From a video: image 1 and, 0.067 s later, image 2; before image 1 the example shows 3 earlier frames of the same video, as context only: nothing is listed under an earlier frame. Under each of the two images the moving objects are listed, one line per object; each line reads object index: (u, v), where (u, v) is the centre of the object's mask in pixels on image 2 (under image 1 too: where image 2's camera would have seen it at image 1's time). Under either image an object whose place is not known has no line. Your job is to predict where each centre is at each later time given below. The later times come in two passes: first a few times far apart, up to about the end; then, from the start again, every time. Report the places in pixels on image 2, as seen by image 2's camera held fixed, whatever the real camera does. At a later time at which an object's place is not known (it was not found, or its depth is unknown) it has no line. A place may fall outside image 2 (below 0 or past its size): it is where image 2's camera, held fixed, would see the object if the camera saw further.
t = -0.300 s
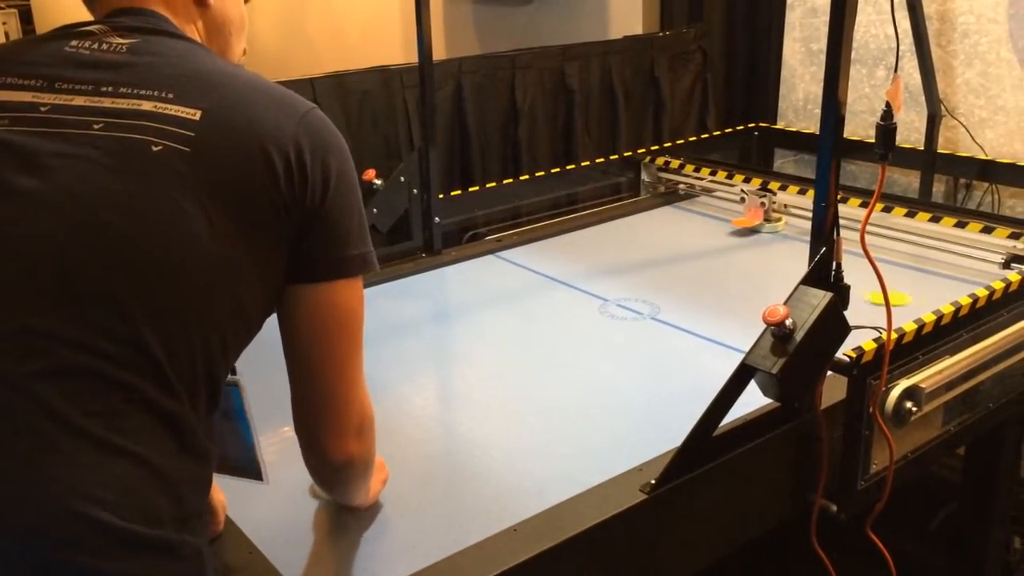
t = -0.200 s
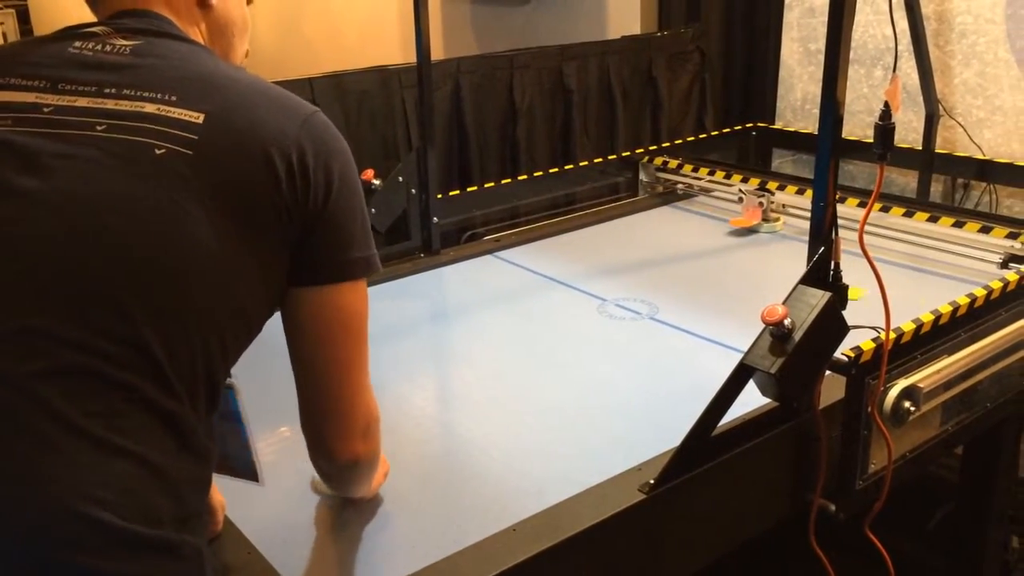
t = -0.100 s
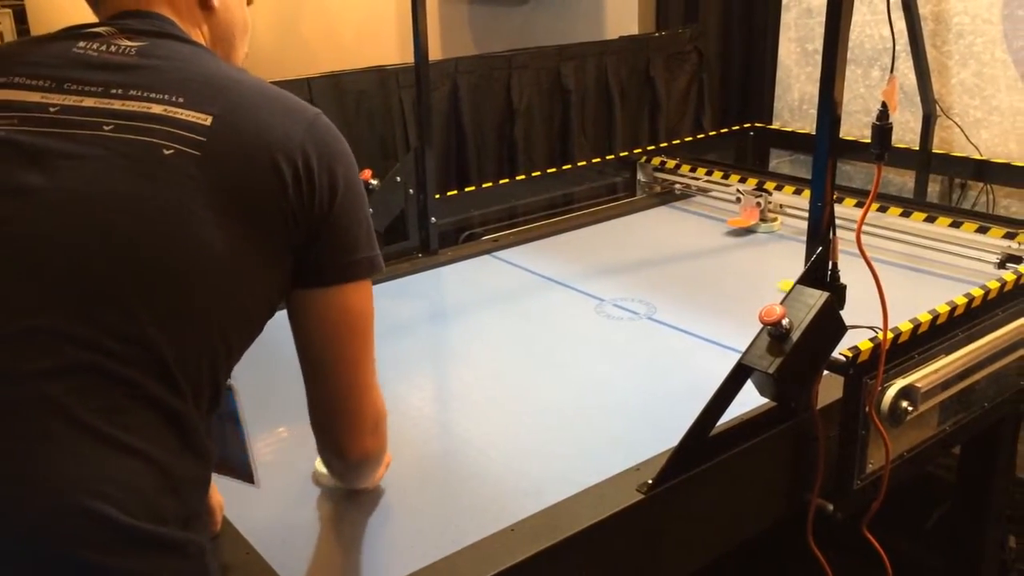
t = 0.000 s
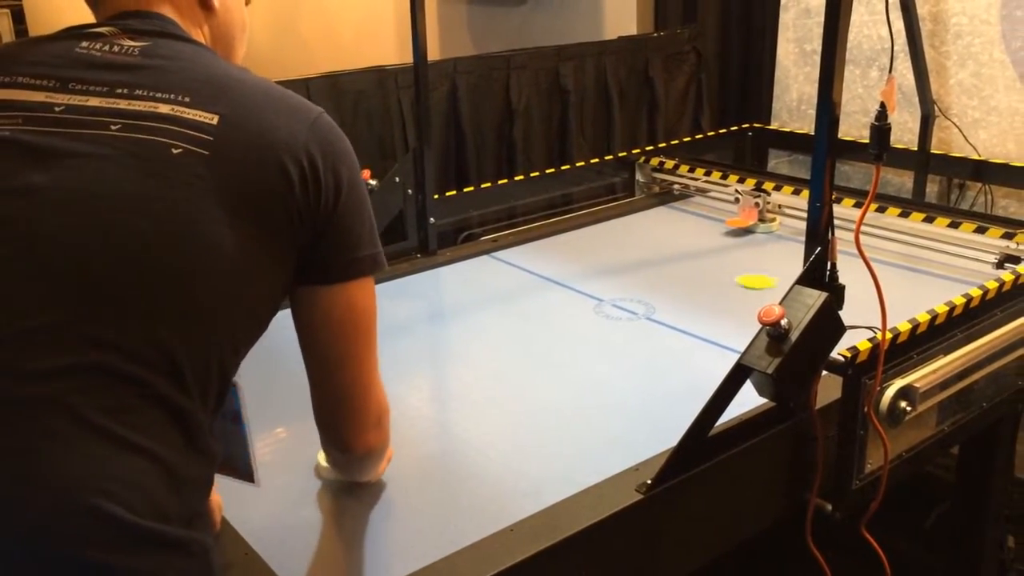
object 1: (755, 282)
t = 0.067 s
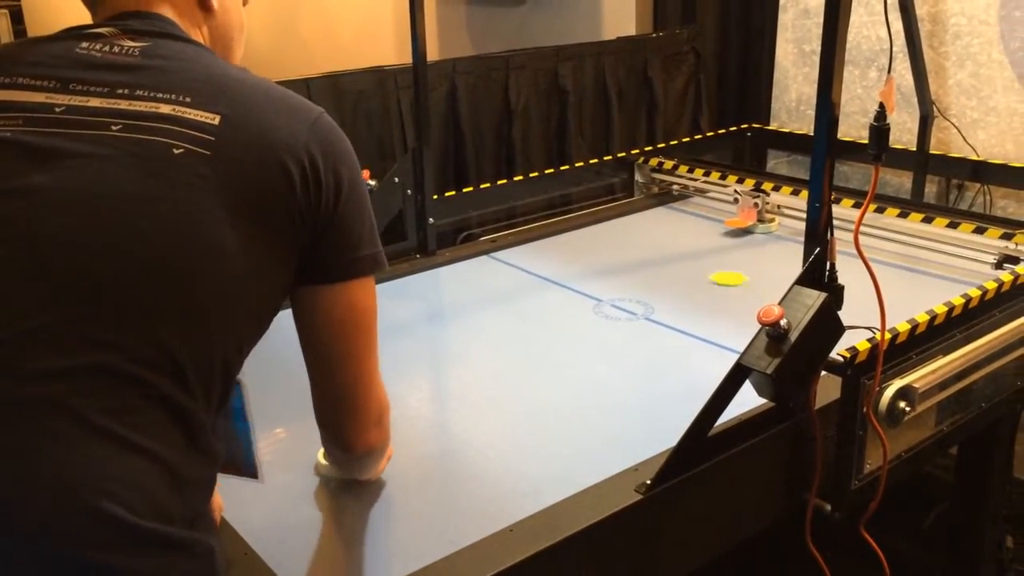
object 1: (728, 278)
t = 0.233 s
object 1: (664, 270)
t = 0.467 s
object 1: (579, 259)
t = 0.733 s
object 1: (523, 258)
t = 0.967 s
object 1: (544, 283)
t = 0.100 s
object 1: (715, 277)
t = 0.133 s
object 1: (701, 275)
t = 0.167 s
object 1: (689, 273)
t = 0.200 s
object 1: (677, 272)
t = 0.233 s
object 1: (664, 270)
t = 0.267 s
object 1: (652, 269)
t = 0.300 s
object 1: (639, 267)
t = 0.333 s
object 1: (627, 266)
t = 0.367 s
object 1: (615, 264)
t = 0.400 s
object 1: (603, 262)
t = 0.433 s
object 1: (591, 261)
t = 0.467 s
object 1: (579, 259)
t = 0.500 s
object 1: (569, 258)
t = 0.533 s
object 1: (557, 256)
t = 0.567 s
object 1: (546, 255)
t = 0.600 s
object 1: (535, 253)
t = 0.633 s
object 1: (524, 252)
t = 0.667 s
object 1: (517, 252)
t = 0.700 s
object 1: (520, 255)
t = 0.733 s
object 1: (523, 258)
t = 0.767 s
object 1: (525, 262)
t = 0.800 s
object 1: (529, 265)
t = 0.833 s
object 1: (532, 268)
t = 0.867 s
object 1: (535, 272)
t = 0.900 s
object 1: (538, 275)
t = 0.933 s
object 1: (541, 279)
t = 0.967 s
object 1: (544, 283)
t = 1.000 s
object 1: (548, 286)
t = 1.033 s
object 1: (550, 290)
